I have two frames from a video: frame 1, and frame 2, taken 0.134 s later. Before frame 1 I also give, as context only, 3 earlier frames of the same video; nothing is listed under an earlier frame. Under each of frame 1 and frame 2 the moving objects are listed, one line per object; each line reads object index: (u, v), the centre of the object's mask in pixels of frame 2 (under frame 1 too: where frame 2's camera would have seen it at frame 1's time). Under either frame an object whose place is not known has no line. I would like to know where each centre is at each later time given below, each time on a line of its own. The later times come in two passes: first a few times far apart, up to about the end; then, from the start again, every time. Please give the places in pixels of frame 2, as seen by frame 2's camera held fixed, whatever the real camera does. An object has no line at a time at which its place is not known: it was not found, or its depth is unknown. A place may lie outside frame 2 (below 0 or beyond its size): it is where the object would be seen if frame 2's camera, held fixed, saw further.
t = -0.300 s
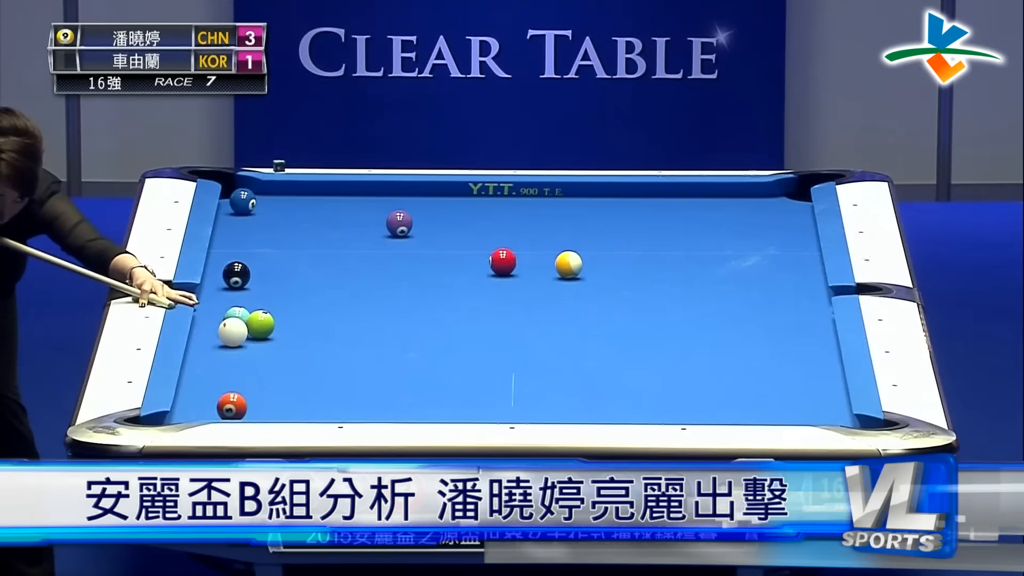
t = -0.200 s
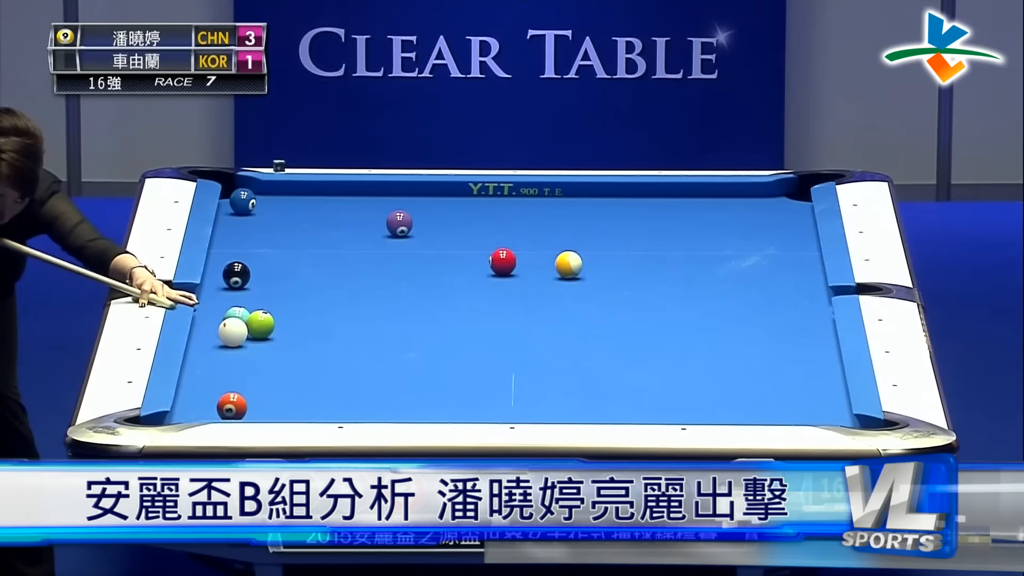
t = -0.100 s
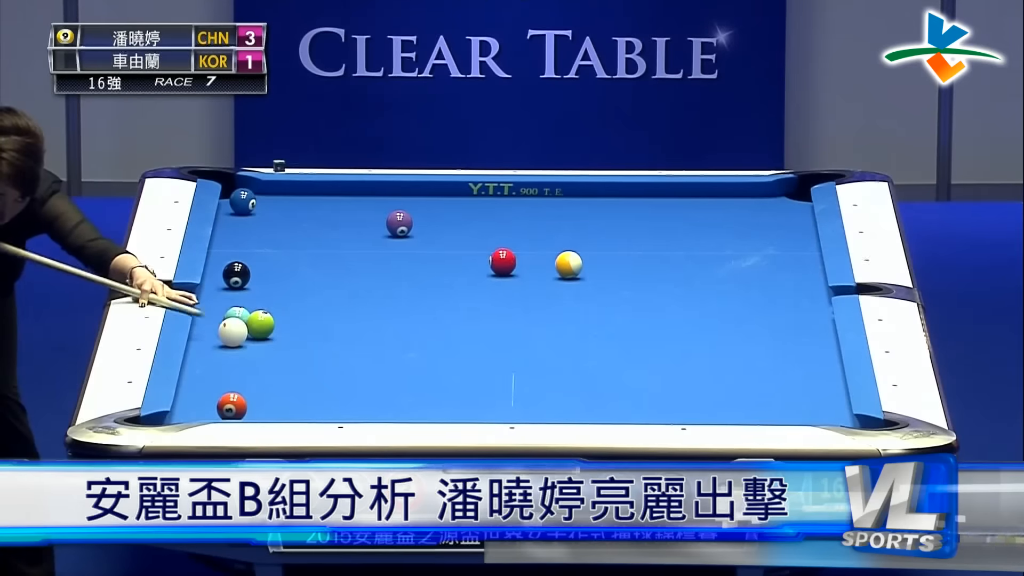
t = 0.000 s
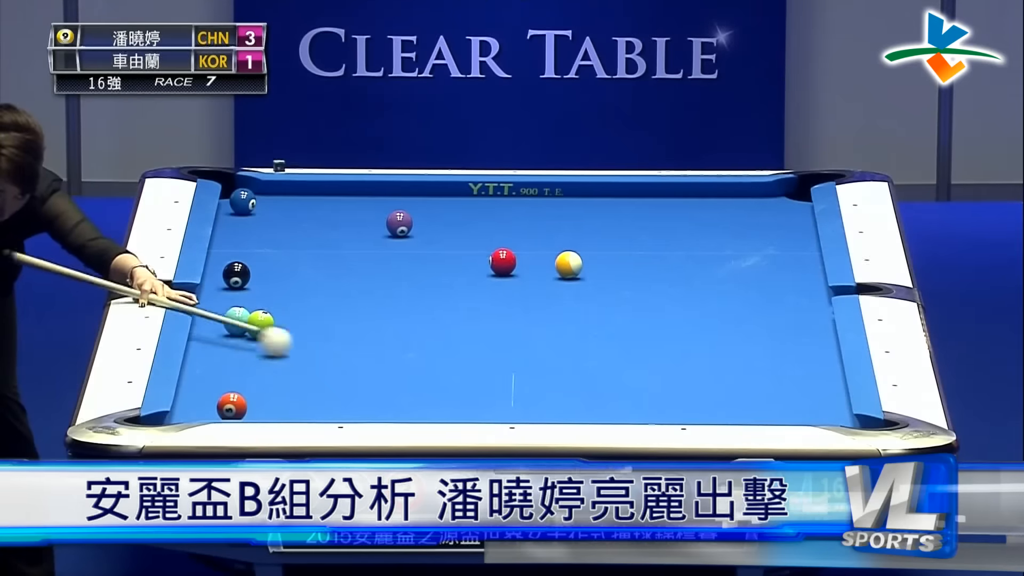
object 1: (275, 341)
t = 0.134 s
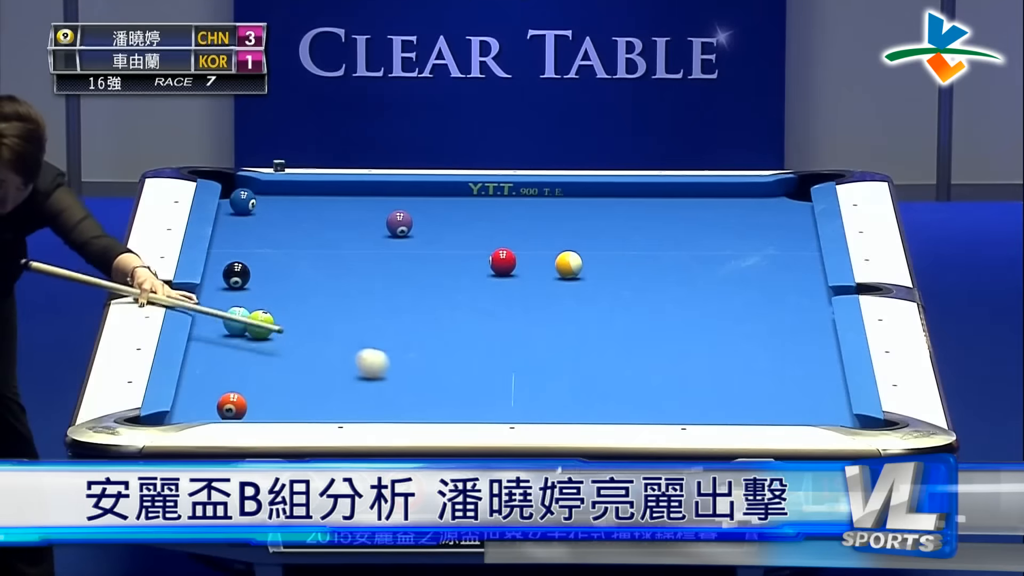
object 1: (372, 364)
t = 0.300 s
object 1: (495, 391)
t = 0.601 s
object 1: (707, 409)
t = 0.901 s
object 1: (799, 384)
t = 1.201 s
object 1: (691, 355)
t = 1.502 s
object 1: (590, 327)
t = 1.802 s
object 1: (495, 301)
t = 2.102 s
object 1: (405, 277)
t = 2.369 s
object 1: (329, 256)
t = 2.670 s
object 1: (248, 234)
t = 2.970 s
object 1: (259, 220)
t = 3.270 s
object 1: (302, 209)
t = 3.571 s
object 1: (343, 199)
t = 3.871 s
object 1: (382, 189)
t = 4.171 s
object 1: (406, 190)
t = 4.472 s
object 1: (424, 195)
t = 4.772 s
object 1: (441, 199)
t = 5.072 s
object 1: (456, 203)
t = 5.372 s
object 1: (471, 207)
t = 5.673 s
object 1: (483, 210)
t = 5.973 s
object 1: (495, 212)
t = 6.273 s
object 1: (505, 215)
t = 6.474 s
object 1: (510, 216)
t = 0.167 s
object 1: (397, 369)
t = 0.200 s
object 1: (420, 374)
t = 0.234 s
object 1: (445, 380)
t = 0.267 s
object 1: (470, 385)
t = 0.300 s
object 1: (495, 391)
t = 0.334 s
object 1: (519, 397)
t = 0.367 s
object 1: (545, 403)
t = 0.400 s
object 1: (570, 406)
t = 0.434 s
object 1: (595, 410)
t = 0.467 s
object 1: (621, 414)
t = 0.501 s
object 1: (645, 415)
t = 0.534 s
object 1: (665, 413)
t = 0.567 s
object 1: (686, 411)
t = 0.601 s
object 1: (707, 409)
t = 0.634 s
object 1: (727, 407)
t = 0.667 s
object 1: (747, 405)
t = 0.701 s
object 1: (767, 402)
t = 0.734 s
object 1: (788, 399)
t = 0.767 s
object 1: (807, 396)
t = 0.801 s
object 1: (827, 393)
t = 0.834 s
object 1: (828, 391)
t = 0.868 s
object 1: (812, 387)
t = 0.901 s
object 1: (799, 384)
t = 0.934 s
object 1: (786, 380)
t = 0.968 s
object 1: (774, 377)
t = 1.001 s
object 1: (762, 374)
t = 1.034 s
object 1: (750, 371)
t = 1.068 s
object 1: (738, 367)
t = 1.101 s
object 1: (726, 364)
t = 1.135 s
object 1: (714, 361)
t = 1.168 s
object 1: (702, 358)
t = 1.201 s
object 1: (691, 355)
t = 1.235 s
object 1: (679, 351)
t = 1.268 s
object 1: (668, 348)
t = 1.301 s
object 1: (656, 345)
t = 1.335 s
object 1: (645, 342)
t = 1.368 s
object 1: (634, 339)
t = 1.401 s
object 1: (623, 336)
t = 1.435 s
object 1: (611, 333)
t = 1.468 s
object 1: (601, 330)
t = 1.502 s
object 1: (590, 327)
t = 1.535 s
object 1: (579, 324)
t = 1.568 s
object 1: (568, 321)
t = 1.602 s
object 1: (557, 318)
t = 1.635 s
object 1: (547, 315)
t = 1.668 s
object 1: (536, 312)
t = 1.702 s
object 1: (526, 310)
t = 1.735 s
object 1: (515, 307)
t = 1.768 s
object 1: (505, 304)
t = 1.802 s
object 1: (495, 301)
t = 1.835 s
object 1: (485, 298)
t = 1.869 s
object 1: (474, 296)
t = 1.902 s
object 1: (464, 293)
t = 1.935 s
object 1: (454, 290)
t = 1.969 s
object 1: (445, 288)
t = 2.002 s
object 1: (435, 285)
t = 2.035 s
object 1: (425, 282)
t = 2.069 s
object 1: (415, 280)
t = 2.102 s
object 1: (405, 277)
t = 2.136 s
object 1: (395, 274)
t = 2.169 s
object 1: (386, 272)
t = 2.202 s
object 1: (376, 269)
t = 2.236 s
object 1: (367, 266)
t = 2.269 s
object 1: (357, 264)
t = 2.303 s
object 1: (348, 262)
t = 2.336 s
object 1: (339, 259)
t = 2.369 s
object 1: (329, 256)
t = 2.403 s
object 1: (320, 254)
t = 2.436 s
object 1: (311, 251)
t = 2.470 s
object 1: (302, 249)
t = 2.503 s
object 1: (293, 246)
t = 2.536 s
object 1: (284, 244)
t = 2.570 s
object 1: (275, 242)
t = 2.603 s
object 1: (266, 239)
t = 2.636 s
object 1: (257, 237)
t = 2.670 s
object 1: (248, 234)
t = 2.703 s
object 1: (239, 232)
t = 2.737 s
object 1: (230, 229)
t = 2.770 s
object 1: (227, 227)
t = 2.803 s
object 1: (234, 226)
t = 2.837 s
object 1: (239, 225)
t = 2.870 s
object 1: (244, 224)
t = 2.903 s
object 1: (249, 222)
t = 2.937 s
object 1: (254, 221)
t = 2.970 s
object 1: (259, 220)
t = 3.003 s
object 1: (264, 219)
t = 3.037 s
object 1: (269, 218)
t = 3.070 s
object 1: (274, 216)
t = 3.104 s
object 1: (278, 215)
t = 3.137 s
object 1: (283, 214)
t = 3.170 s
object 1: (288, 213)
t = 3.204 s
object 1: (293, 212)
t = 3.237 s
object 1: (297, 210)
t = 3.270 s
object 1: (302, 209)
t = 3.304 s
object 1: (307, 208)
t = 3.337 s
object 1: (312, 206)
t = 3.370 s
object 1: (316, 206)
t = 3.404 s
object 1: (321, 204)
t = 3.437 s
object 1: (325, 203)
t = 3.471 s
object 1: (329, 202)
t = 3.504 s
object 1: (334, 201)
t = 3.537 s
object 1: (338, 200)
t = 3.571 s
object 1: (343, 199)
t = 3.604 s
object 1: (347, 198)
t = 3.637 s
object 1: (352, 197)
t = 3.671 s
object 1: (356, 196)
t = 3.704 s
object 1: (360, 195)
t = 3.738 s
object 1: (365, 194)
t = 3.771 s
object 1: (369, 192)
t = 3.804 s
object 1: (373, 192)
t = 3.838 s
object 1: (378, 191)
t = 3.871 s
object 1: (382, 189)
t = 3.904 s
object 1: (386, 188)
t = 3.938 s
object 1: (390, 187)
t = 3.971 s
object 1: (394, 187)
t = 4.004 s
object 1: (396, 188)
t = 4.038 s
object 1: (398, 188)
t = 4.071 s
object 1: (400, 189)
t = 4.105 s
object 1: (402, 189)
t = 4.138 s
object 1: (405, 190)
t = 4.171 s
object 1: (406, 190)
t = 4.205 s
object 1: (409, 191)
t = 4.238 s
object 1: (410, 191)
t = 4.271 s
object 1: (413, 192)
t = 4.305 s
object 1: (414, 192)
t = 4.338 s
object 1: (416, 193)
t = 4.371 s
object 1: (418, 193)
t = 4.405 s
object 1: (420, 194)
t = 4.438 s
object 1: (422, 194)
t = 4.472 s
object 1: (424, 195)
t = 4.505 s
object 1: (426, 196)
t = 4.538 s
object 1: (428, 196)
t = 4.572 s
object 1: (430, 197)
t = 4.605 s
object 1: (432, 197)
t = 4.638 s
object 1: (433, 198)
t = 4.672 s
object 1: (435, 198)
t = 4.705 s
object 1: (437, 198)
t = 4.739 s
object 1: (439, 199)
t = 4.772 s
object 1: (441, 199)
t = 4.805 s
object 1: (442, 200)
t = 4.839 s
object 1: (444, 200)
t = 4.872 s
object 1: (446, 201)
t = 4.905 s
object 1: (448, 201)
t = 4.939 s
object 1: (449, 202)
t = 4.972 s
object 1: (451, 202)
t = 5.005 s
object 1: (453, 203)
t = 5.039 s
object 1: (455, 203)
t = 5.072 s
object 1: (456, 203)
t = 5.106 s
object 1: (458, 204)
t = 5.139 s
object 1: (459, 204)
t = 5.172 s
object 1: (461, 205)
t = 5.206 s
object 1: (463, 205)
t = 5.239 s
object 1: (464, 206)
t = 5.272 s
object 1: (466, 206)
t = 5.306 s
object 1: (467, 206)
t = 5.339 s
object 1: (469, 207)
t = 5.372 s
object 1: (471, 207)
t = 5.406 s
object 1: (472, 207)
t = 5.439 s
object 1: (474, 208)
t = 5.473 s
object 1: (475, 208)
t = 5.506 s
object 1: (477, 208)
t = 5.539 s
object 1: (478, 209)
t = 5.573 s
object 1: (480, 209)
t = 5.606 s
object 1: (481, 209)
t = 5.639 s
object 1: (482, 210)
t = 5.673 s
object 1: (483, 210)
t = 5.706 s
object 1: (485, 210)
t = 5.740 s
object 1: (486, 211)
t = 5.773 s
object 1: (488, 211)
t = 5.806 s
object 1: (489, 211)
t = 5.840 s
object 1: (490, 211)
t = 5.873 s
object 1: (491, 212)
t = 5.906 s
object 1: (493, 212)
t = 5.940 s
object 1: (494, 212)
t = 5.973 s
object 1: (495, 212)
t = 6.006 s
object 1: (496, 213)
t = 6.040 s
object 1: (497, 213)
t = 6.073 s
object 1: (498, 213)
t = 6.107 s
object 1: (499, 213)
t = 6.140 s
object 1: (500, 214)
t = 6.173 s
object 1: (501, 214)
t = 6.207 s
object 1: (502, 214)
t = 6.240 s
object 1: (503, 215)
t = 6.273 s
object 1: (505, 215)
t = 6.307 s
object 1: (506, 215)
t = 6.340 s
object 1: (507, 215)
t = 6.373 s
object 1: (507, 215)
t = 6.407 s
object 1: (508, 216)
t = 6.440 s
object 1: (509, 216)
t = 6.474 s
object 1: (510, 216)
